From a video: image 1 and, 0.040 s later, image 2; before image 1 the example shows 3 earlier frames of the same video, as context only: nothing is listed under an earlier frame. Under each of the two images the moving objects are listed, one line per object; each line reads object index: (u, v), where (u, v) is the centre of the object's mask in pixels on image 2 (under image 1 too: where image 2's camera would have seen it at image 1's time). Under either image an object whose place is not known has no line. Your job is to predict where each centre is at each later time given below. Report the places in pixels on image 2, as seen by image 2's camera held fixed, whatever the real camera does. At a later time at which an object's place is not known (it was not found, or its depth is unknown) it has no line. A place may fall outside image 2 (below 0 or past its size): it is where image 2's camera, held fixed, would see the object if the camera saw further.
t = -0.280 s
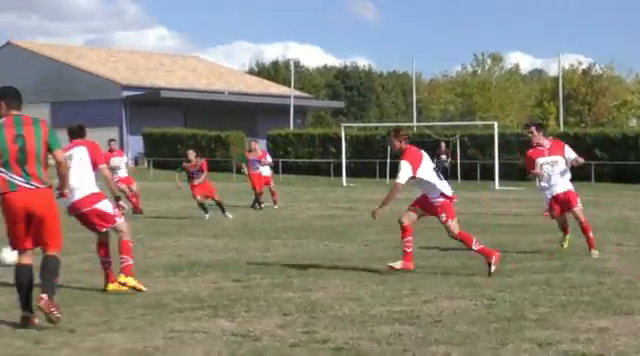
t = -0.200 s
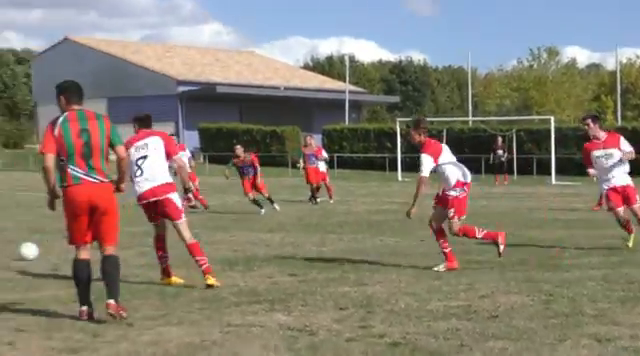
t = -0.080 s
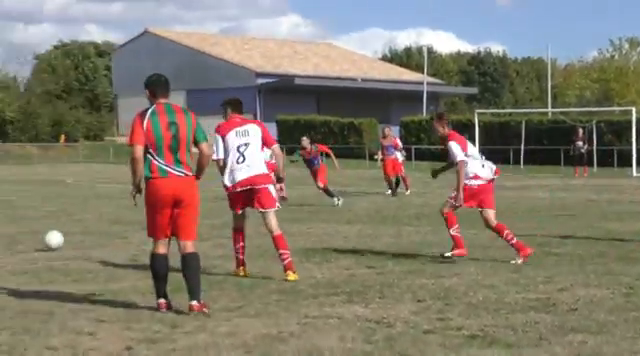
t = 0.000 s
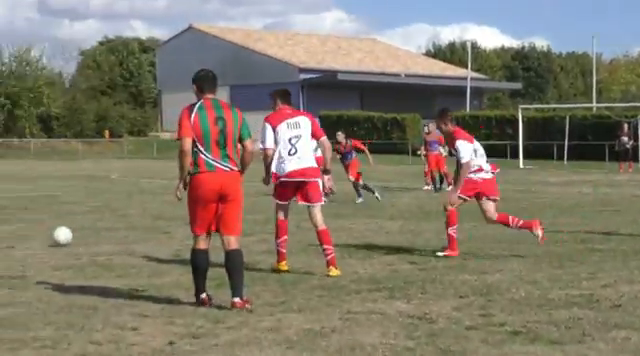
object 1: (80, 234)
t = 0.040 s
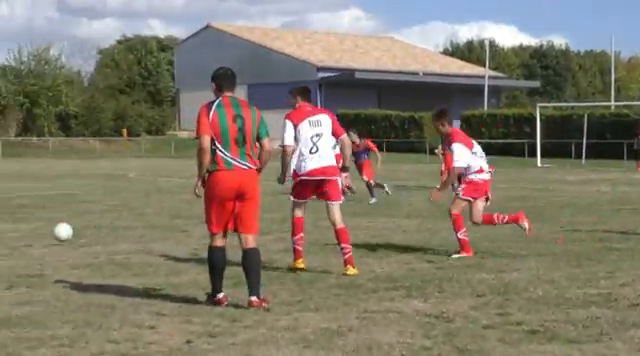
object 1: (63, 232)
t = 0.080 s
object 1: (45, 231)
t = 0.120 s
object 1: (27, 232)
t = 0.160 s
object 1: (10, 234)
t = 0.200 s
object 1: (-7, 237)
